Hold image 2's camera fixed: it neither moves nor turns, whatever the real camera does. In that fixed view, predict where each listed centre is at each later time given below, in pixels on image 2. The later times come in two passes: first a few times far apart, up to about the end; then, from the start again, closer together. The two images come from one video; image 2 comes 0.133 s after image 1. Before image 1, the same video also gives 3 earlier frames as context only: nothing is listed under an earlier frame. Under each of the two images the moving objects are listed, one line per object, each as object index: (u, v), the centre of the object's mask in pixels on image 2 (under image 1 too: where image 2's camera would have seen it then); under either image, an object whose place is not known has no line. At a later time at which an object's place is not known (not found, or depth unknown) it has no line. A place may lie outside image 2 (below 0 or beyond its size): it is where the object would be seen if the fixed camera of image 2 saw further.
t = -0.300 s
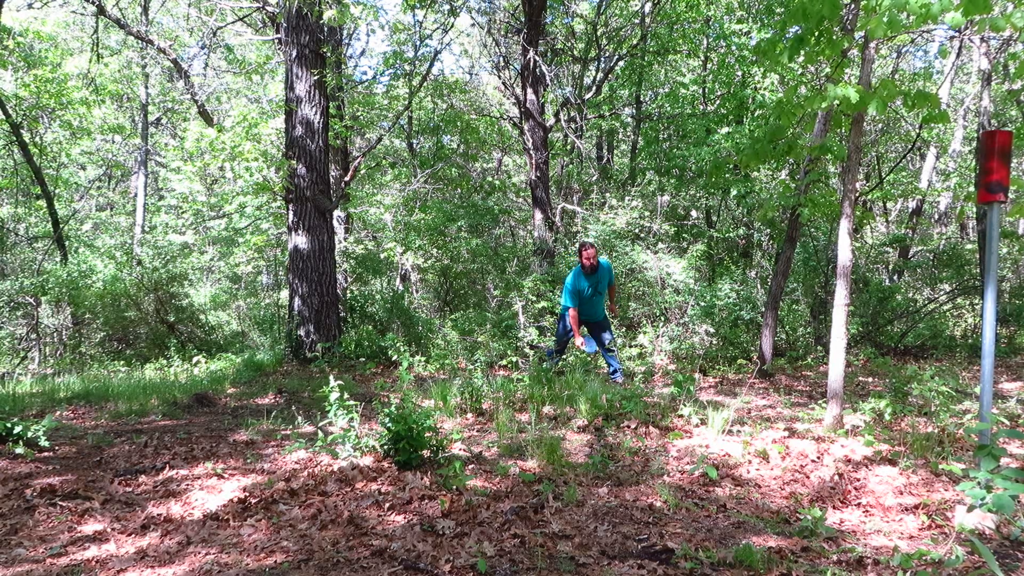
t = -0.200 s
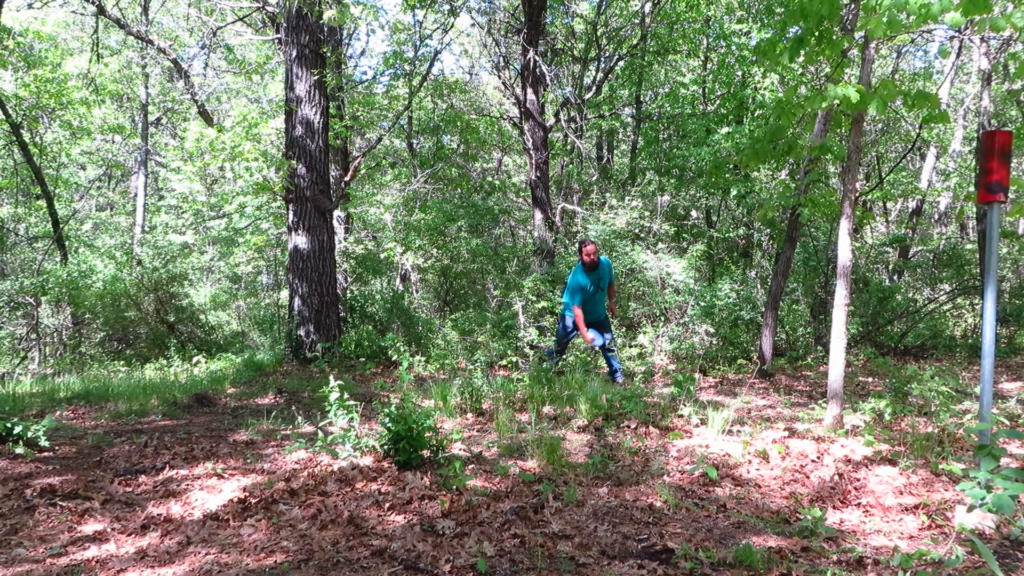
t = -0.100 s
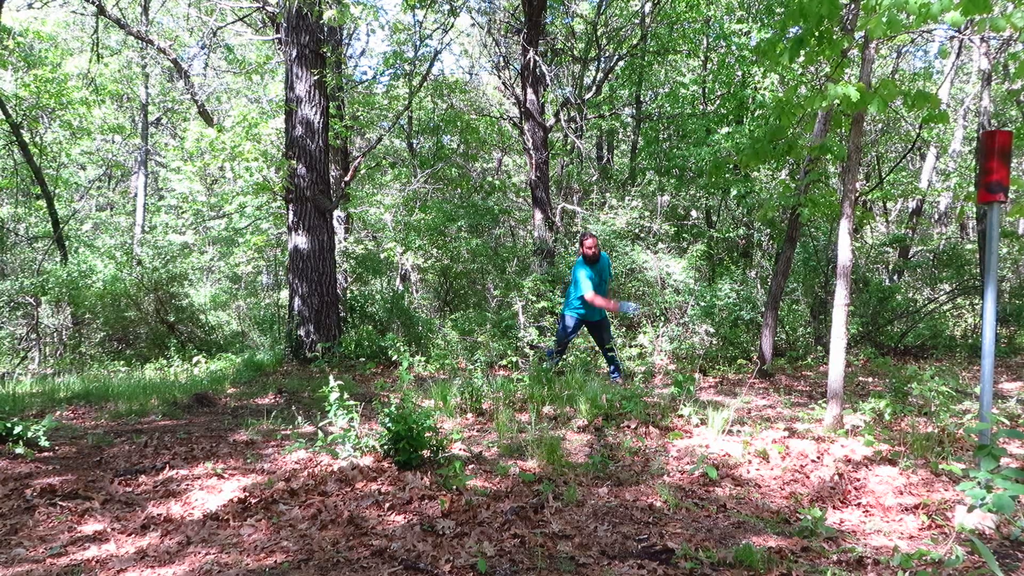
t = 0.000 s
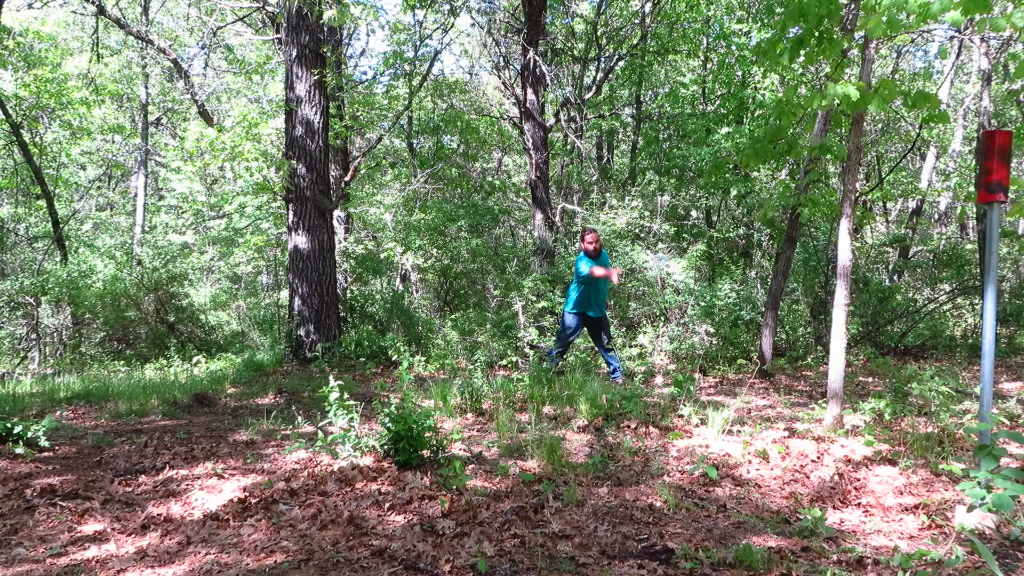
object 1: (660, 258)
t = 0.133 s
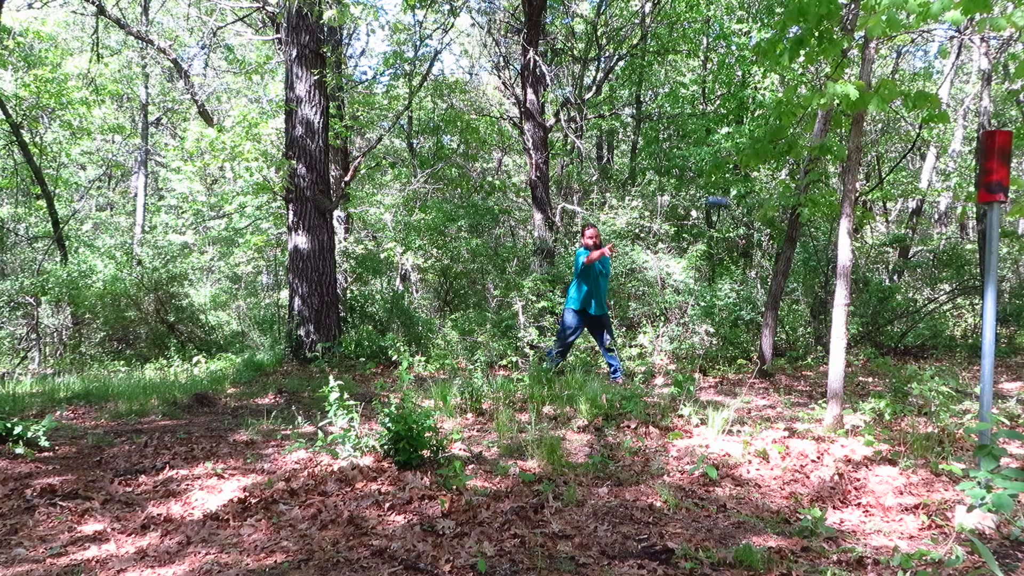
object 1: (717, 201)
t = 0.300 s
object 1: (816, 157)
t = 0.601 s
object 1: (959, 109)
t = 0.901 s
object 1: (885, 236)
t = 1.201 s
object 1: (833, 502)
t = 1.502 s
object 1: (821, 531)
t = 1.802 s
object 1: (831, 538)
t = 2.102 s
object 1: (833, 544)
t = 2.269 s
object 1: (834, 544)
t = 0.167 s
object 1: (734, 192)
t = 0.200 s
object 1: (751, 182)
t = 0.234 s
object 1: (772, 172)
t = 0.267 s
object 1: (794, 164)
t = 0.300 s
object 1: (816, 157)
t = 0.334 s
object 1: (843, 151)
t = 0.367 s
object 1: (872, 146)
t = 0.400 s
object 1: (910, 141)
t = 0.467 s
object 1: (981, 127)
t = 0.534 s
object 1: (978, 114)
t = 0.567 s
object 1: (969, 112)
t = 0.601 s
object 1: (959, 109)
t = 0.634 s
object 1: (950, 112)
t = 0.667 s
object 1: (942, 117)
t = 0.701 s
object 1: (933, 121)
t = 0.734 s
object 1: (926, 136)
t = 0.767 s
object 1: (916, 151)
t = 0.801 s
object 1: (906, 167)
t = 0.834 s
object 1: (898, 190)
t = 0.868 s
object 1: (892, 210)
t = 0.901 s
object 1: (885, 236)
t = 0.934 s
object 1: (878, 264)
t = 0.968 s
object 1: (870, 299)
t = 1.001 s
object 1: (866, 332)
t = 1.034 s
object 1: (854, 370)
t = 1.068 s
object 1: (845, 408)
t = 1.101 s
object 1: (840, 461)
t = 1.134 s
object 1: (838, 506)
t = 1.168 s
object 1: (834, 509)
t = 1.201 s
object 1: (833, 502)
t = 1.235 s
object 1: (831, 496)
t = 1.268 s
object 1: (829, 493)
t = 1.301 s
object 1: (827, 494)
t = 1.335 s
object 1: (826, 497)
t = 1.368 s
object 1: (822, 503)
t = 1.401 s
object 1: (819, 513)
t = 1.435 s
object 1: (816, 524)
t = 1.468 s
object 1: (817, 527)
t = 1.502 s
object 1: (821, 531)
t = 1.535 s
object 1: (823, 532)
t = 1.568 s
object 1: (825, 532)
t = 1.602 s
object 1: (827, 531)
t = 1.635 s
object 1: (831, 532)
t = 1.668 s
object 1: (831, 533)
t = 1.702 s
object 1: (831, 531)
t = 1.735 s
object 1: (830, 530)
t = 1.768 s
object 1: (830, 534)
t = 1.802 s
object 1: (831, 538)
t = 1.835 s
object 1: (833, 542)
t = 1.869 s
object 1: (833, 542)
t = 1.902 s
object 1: (835, 543)
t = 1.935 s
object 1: (835, 543)
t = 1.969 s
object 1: (834, 543)
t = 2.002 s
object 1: (834, 544)
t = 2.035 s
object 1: (834, 544)
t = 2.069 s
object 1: (834, 544)
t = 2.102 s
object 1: (833, 544)
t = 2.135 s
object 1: (833, 544)
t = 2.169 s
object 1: (833, 544)
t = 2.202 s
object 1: (834, 544)
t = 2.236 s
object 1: (834, 544)
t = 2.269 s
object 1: (834, 544)
